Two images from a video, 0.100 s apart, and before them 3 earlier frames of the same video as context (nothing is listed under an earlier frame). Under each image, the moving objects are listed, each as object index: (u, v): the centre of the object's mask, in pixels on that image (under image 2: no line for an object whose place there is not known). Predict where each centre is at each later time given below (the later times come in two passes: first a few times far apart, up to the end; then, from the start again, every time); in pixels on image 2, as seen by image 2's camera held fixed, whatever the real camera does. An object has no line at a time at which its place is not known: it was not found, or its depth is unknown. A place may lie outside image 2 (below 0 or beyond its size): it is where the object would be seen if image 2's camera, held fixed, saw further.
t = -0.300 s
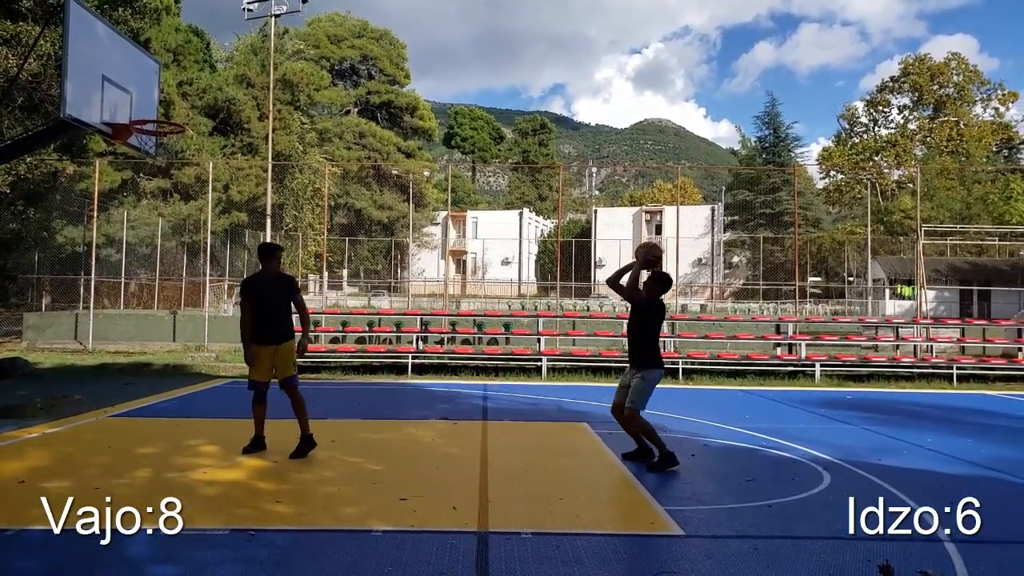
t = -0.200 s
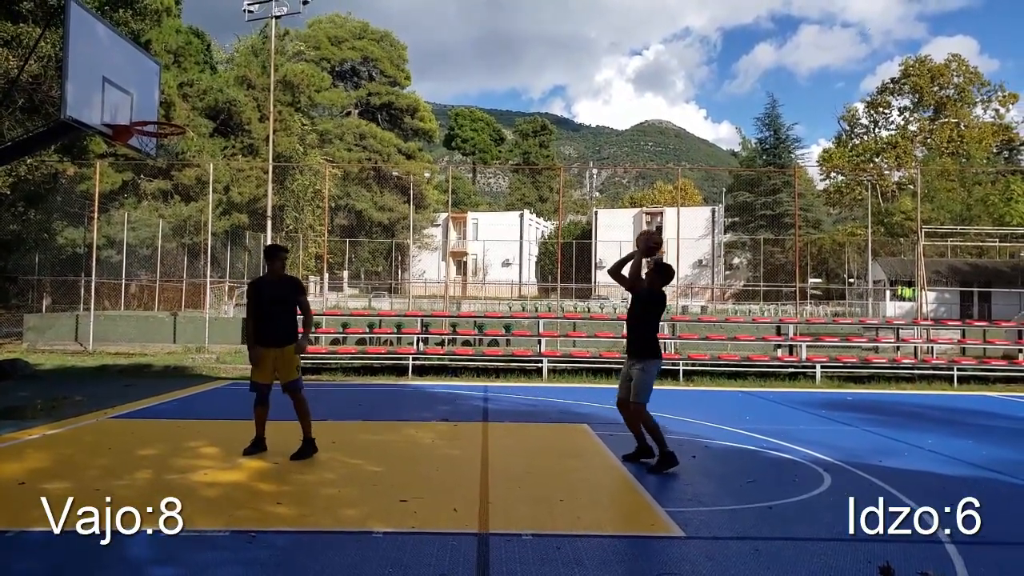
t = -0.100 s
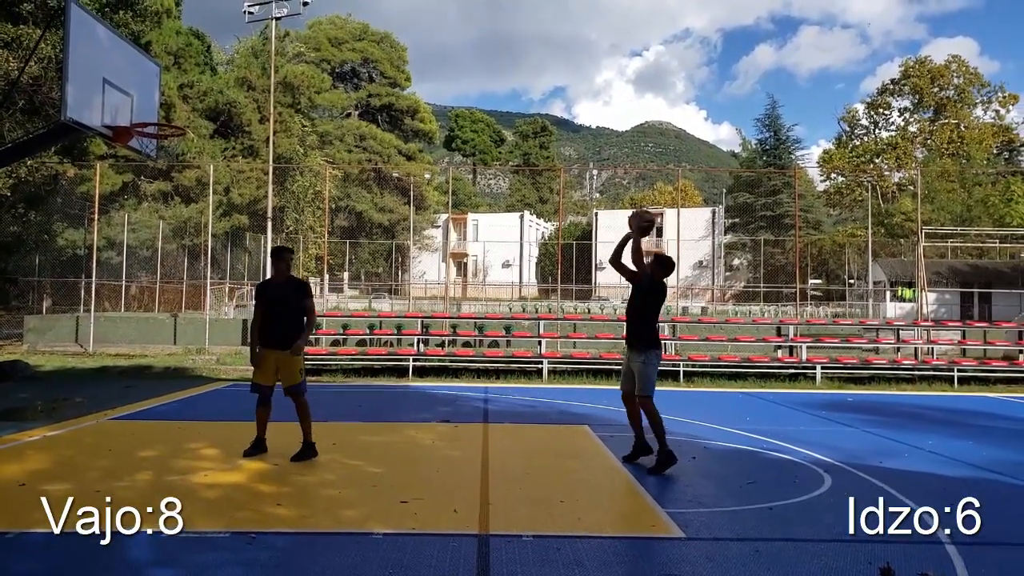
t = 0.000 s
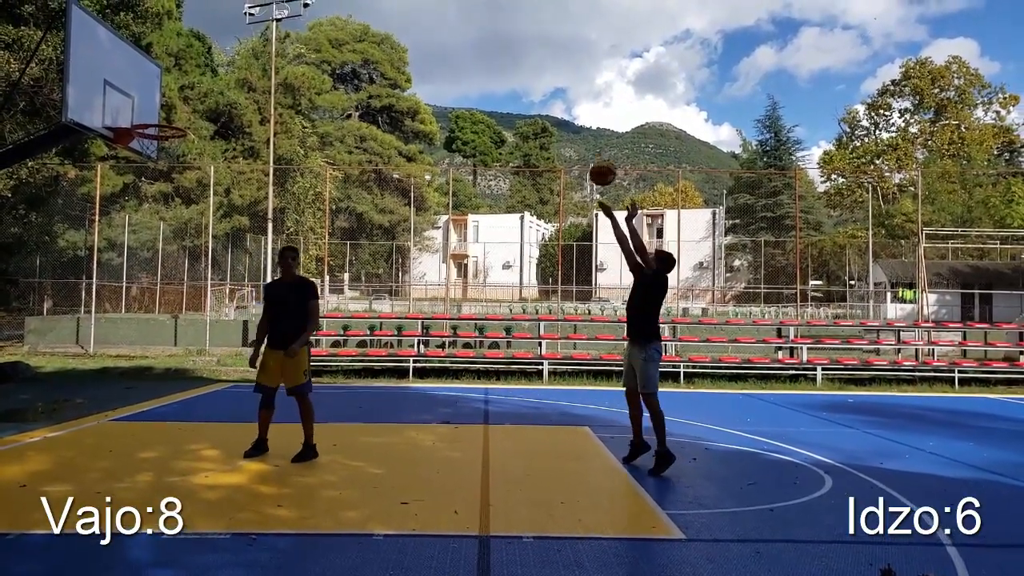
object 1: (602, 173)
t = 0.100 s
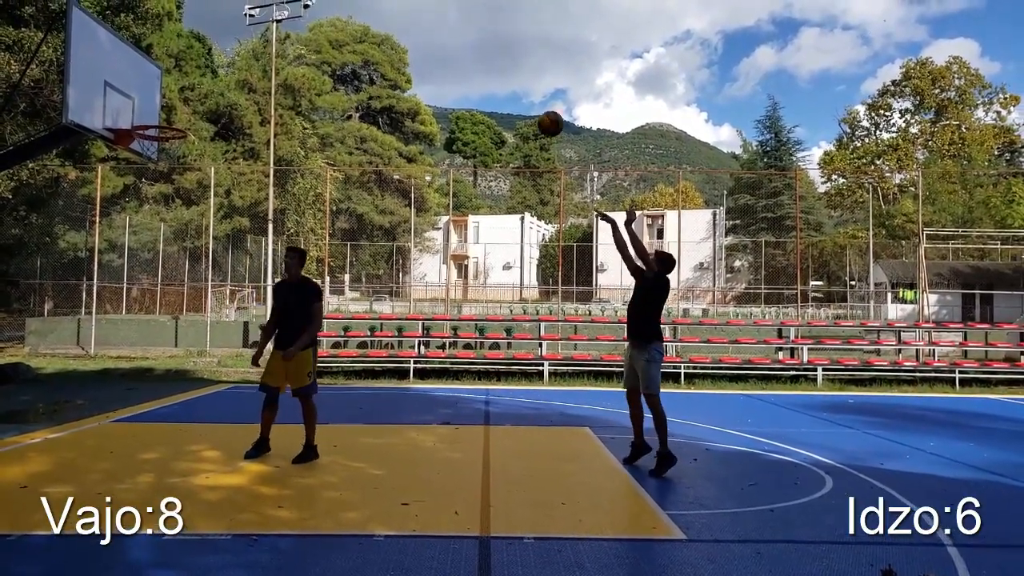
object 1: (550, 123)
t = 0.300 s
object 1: (448, 58)
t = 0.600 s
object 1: (299, 39)
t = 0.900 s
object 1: (157, 114)
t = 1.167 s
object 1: (137, 36)
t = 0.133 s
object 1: (533, 110)
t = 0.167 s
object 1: (516, 97)
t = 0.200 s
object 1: (499, 85)
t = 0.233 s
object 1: (481, 75)
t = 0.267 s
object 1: (465, 66)
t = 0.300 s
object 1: (448, 58)
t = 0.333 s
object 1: (431, 51)
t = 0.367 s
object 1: (414, 46)
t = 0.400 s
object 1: (397, 41)
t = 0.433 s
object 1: (381, 38)
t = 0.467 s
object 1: (364, 36)
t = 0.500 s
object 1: (348, 35)
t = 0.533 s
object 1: (332, 35)
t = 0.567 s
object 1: (315, 36)
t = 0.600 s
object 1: (299, 39)
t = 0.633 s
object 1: (283, 44)
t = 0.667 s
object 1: (267, 48)
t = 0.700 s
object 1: (251, 54)
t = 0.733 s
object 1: (235, 61)
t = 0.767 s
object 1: (219, 70)
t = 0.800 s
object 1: (203, 80)
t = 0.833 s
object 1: (188, 91)
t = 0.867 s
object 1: (172, 101)
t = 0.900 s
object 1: (157, 114)
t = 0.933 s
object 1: (144, 123)
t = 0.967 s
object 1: (143, 107)
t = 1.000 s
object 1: (142, 92)
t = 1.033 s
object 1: (141, 78)
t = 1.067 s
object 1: (140, 66)
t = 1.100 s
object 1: (138, 54)
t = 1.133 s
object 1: (137, 43)
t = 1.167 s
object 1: (137, 36)
